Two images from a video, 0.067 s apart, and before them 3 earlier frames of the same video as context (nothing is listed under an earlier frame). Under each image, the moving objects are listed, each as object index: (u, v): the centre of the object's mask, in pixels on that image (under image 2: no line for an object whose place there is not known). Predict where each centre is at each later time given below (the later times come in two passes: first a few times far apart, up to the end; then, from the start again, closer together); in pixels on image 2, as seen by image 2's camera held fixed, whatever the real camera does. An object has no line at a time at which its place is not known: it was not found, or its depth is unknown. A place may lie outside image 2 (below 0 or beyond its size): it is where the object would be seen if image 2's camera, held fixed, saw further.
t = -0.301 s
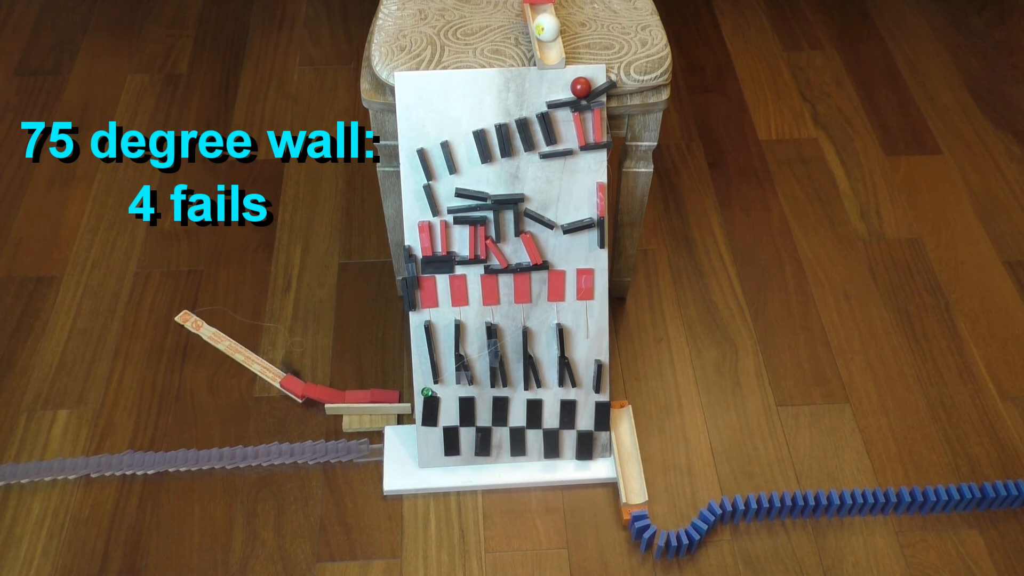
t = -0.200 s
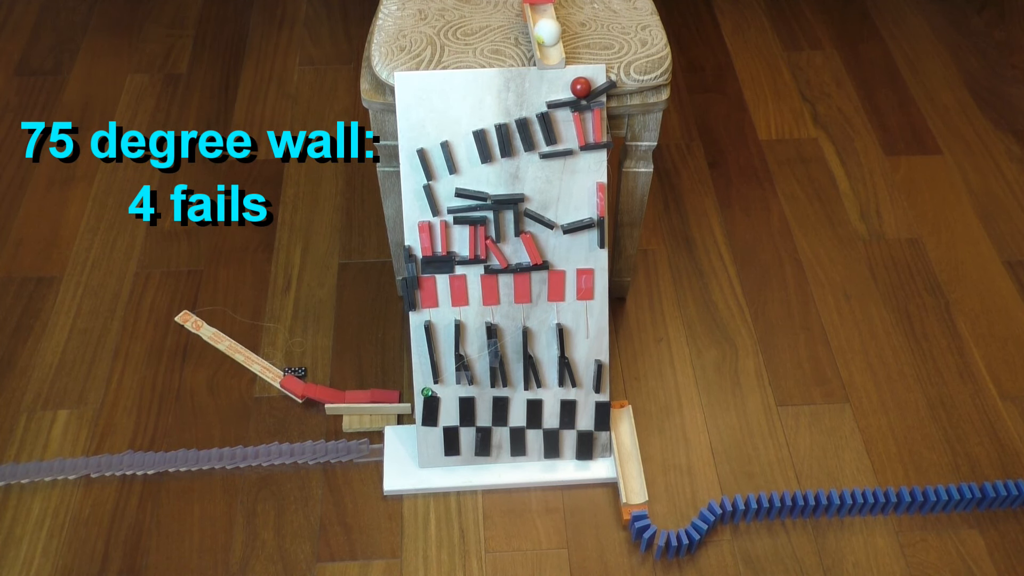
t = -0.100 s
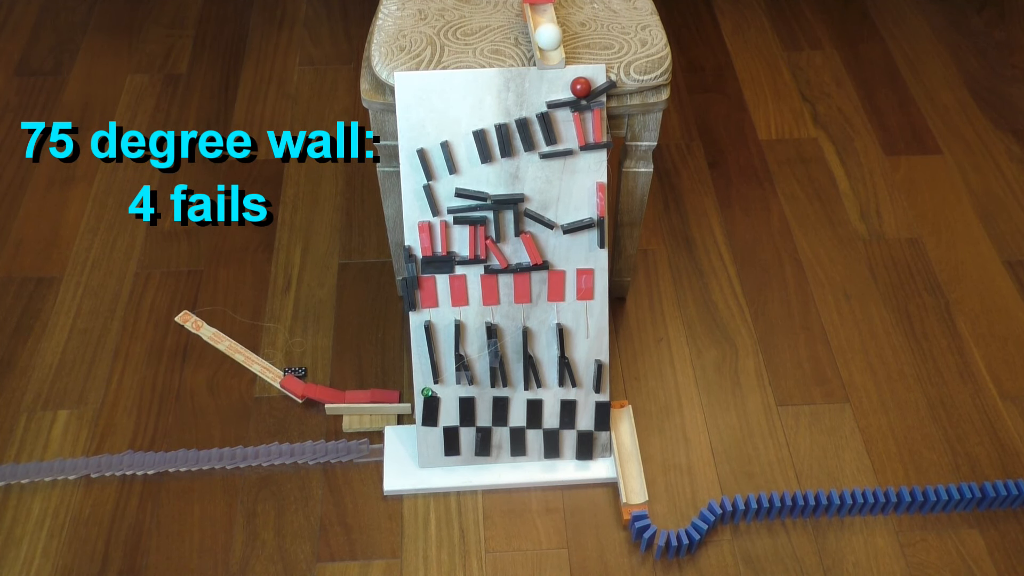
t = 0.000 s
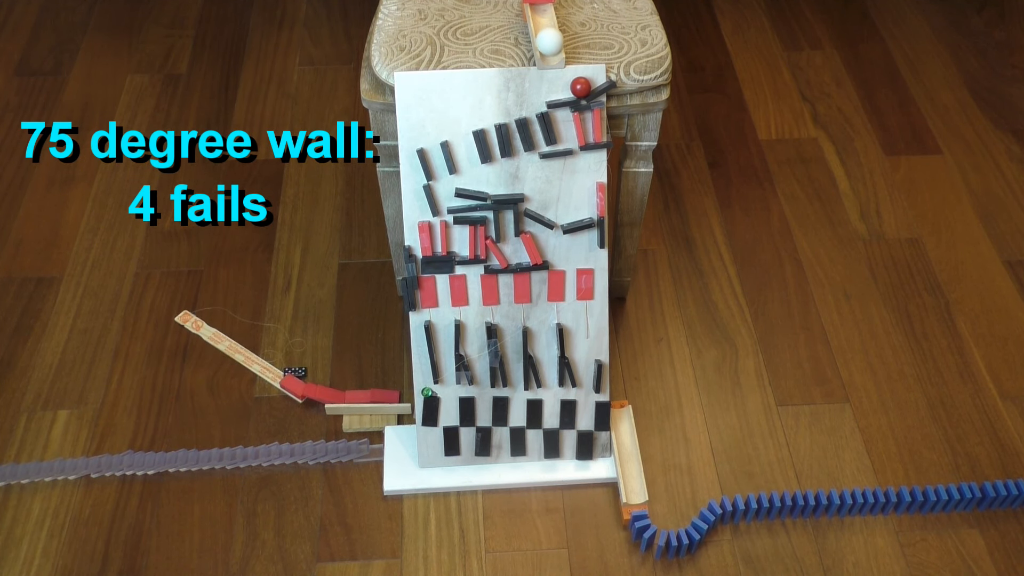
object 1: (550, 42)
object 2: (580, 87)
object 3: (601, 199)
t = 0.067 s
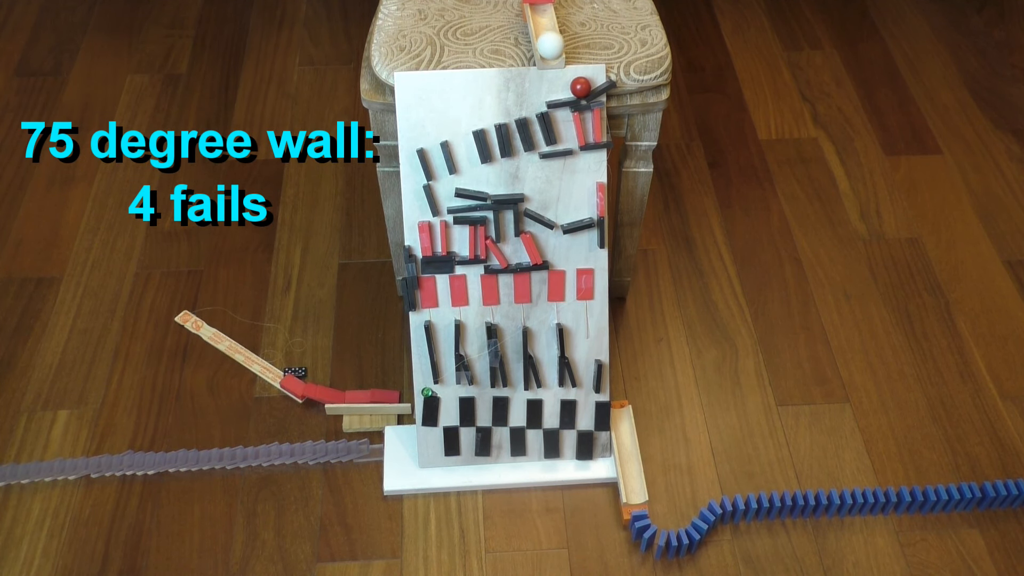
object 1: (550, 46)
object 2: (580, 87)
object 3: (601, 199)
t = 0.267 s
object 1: (554, 71)
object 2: (580, 87)
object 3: (601, 199)
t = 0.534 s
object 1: (541, 91)
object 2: (580, 87)
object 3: (601, 199)
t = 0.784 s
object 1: (500, 109)
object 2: (580, 87)
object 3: (601, 199)
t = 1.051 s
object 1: (458, 136)
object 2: (580, 87)
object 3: (601, 199)
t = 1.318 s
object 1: (509, 184)
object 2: (580, 87)
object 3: (601, 199)
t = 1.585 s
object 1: (567, 215)
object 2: (580, 87)
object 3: (601, 199)
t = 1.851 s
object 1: (588, 209)
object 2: (580, 87)
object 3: (617, 204)
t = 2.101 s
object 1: (566, 214)
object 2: (581, 85)
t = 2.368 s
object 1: (564, 215)
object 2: (567, 89)
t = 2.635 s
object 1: (564, 215)
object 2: (531, 105)
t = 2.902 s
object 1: (564, 215)
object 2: (463, 123)
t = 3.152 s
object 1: (564, 215)
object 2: (432, 135)
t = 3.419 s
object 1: (564, 215)
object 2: (446, 204)
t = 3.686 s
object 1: (564, 215)
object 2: (445, 204)
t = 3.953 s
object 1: (564, 215)
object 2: (445, 204)
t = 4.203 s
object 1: (564, 215)
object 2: (445, 204)
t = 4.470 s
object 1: (564, 215)
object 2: (445, 204)
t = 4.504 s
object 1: (564, 215)
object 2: (445, 204)
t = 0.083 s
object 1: (551, 47)
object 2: (580, 87)
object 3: (601, 199)
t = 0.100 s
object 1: (551, 47)
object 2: (580, 87)
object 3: (601, 199)
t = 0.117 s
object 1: (551, 48)
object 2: (580, 87)
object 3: (601, 199)
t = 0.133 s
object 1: (551, 49)
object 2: (580, 87)
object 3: (601, 199)
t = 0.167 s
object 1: (552, 52)
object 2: (580, 87)
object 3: (601, 199)
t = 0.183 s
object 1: (552, 53)
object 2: (580, 87)
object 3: (601, 199)
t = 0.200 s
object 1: (552, 55)
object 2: (580, 87)
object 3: (601, 199)
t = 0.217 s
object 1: (552, 57)
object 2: (580, 87)
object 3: (601, 199)
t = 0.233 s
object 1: (552, 60)
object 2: (580, 87)
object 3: (601, 199)
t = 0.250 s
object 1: (553, 65)
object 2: (580, 87)
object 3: (601, 199)
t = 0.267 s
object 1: (554, 71)
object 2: (580, 87)
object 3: (601, 199)
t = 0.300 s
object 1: (556, 87)
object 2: (580, 87)
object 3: (601, 199)
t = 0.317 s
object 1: (555, 86)
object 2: (580, 87)
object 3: (601, 199)
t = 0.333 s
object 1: (554, 85)
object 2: (580, 87)
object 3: (601, 199)
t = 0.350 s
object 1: (553, 85)
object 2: (580, 87)
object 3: (601, 199)
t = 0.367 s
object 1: (553, 88)
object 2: (580, 87)
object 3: (601, 199)
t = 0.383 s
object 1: (552, 89)
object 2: (580, 87)
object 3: (601, 199)
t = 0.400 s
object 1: (551, 89)
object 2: (580, 87)
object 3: (601, 199)
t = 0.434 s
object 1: (549, 89)
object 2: (580, 87)
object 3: (601, 199)
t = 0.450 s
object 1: (548, 89)
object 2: (580, 87)
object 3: (601, 199)
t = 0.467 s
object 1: (547, 89)
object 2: (580, 87)
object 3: (601, 199)
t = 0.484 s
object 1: (545, 89)
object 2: (580, 87)
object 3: (601, 199)
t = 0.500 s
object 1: (544, 90)
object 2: (580, 87)
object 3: (601, 199)
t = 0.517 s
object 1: (543, 90)
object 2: (580, 87)
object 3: (601, 199)
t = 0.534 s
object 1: (541, 91)
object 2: (580, 87)
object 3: (601, 199)
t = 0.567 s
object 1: (537, 93)
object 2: (580, 87)
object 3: (601, 199)
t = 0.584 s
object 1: (535, 95)
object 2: (580, 87)
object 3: (601, 199)
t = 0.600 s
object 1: (533, 99)
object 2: (580, 87)
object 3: (601, 199)
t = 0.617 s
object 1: (530, 100)
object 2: (580, 87)
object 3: (601, 199)
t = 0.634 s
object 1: (527, 101)
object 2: (580, 87)
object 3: (601, 199)
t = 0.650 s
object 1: (524, 103)
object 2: (580, 87)
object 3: (601, 199)
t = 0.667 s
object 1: (521, 103)
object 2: (580, 87)
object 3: (601, 199)
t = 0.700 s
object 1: (515, 105)
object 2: (580, 87)
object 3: (601, 199)
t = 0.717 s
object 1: (512, 106)
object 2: (580, 87)
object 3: (601, 199)
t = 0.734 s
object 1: (509, 107)
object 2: (580, 87)
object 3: (601, 199)
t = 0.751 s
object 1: (505, 109)
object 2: (580, 87)
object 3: (601, 199)
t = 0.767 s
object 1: (503, 108)
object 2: (580, 87)
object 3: (601, 199)
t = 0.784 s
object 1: (500, 109)
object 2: (580, 87)
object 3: (601, 199)
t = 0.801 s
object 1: (496, 110)
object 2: (580, 87)
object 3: (601, 199)
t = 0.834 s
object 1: (490, 112)
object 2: (580, 87)
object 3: (601, 199)
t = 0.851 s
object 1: (486, 113)
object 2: (580, 87)
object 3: (601, 199)
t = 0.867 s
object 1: (482, 114)
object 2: (580, 87)
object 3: (601, 199)
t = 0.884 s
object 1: (480, 115)
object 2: (580, 87)
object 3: (601, 199)
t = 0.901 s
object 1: (475, 116)
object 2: (580, 87)
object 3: (601, 199)
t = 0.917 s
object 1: (472, 117)
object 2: (580, 87)
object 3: (601, 199)
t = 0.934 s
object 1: (469, 118)
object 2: (580, 87)
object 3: (601, 199)
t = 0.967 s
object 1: (462, 122)
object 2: (580, 87)
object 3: (601, 199)
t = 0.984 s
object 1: (459, 126)
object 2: (580, 87)
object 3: (601, 199)
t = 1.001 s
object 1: (455, 131)
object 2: (580, 87)
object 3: (601, 199)
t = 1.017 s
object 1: (456, 132)
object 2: (580, 87)
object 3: (601, 199)
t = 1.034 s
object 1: (458, 134)
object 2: (580, 87)
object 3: (601, 199)
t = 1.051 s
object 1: (458, 136)
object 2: (580, 87)
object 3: (601, 199)
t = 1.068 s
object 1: (460, 141)
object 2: (580, 87)
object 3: (601, 199)
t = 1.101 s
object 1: (462, 151)
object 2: (580, 87)
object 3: (601, 199)
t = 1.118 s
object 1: (465, 160)
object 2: (580, 87)
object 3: (601, 199)
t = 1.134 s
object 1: (468, 168)
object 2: (580, 87)
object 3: (601, 199)
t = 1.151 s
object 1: (473, 179)
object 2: (580, 87)
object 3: (601, 199)
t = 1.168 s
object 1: (476, 179)
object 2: (580, 87)
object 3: (601, 199)
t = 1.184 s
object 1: (480, 179)
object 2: (580, 87)
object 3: (601, 199)
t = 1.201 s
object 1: (483, 180)
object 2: (580, 87)
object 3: (601, 199)
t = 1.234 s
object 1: (491, 186)
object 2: (580, 87)
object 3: (601, 199)
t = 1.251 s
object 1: (495, 186)
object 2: (580, 87)
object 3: (601, 199)
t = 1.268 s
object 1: (499, 186)
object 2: (580, 87)
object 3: (601, 199)
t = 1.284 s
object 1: (503, 185)
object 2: (580, 87)
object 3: (601, 199)
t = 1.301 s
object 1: (506, 184)
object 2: (580, 87)
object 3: (601, 199)
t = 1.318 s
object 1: (509, 184)
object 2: (580, 87)
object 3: (601, 199)
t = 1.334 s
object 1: (512, 185)
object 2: (580, 87)
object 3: (601, 199)
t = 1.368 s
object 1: (518, 184)
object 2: (580, 87)
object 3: (601, 199)
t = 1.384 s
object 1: (521, 183)
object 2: (580, 87)
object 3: (601, 199)
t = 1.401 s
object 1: (524, 183)
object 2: (580, 87)
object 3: (601, 199)
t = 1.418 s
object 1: (526, 183)
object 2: (580, 87)
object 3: (601, 199)
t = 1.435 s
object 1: (529, 184)
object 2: (580, 87)
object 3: (601, 199)
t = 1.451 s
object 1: (532, 186)
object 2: (580, 87)
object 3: (601, 199)
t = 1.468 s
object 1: (535, 188)
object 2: (580, 87)
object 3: (601, 199)
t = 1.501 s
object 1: (542, 198)
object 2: (580, 87)
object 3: (601, 199)
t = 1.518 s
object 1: (545, 204)
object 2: (580, 87)
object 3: (601, 199)
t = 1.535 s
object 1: (550, 207)
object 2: (580, 87)
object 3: (601, 199)
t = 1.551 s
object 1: (555, 210)
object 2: (580, 87)
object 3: (601, 199)
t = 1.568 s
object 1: (560, 213)
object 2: (580, 87)
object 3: (601, 199)
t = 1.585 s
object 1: (567, 215)
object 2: (580, 87)
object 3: (601, 199)
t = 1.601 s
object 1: (571, 213)
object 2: (580, 87)
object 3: (601, 198)
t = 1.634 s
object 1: (579, 212)
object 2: (580, 87)
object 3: (601, 199)
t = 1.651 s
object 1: (583, 210)
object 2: (580, 87)
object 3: (601, 198)
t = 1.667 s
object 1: (586, 209)
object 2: (580, 87)
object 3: (601, 198)
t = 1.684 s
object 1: (586, 209)
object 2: (580, 87)
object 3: (602, 197)
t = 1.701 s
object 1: (586, 210)
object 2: (580, 87)
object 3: (603, 198)
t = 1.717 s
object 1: (586, 210)
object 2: (580, 87)
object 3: (604, 198)
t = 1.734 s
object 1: (587, 209)
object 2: (580, 87)
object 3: (605, 198)
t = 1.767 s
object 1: (587, 209)
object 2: (580, 87)
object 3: (607, 198)
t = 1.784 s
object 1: (588, 209)
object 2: (580, 87)
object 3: (609, 199)
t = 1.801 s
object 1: (588, 209)
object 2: (580, 87)
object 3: (610, 199)
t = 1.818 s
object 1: (588, 209)
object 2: (580, 87)
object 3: (612, 200)
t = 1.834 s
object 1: (588, 209)
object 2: (580, 87)
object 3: (614, 201)
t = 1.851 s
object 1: (588, 209)
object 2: (580, 87)
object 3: (617, 204)
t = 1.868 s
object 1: (587, 209)
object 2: (580, 87)
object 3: (619, 206)
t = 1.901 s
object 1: (585, 210)
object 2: (580, 87)
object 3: (625, 216)
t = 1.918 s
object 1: (584, 210)
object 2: (580, 87)
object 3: (626, 224)
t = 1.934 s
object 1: (583, 210)
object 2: (580, 87)
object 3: (628, 233)
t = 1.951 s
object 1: (582, 211)
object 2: (580, 87)
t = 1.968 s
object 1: (581, 211)
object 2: (580, 87)
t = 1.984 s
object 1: (580, 211)
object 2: (580, 87)
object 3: (632, 262)
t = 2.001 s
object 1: (578, 211)
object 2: (580, 87)
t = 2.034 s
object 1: (575, 212)
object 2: (580, 87)
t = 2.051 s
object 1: (573, 213)
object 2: (580, 87)
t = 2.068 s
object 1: (571, 213)
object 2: (580, 87)
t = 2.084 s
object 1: (568, 213)
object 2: (581, 85)
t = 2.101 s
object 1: (566, 214)
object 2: (581, 85)
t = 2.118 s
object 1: (564, 215)
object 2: (581, 86)
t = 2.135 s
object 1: (563, 214)
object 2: (580, 87)
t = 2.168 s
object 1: (562, 214)
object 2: (579, 87)
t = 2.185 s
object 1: (562, 214)
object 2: (579, 87)
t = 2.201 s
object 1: (563, 215)
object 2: (578, 87)
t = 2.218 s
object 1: (564, 215)
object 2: (577, 87)
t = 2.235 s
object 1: (564, 215)
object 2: (577, 87)
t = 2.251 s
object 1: (564, 215)
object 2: (576, 87)
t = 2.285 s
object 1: (564, 215)
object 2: (574, 87)
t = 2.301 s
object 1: (564, 215)
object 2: (573, 88)
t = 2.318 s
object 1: (564, 215)
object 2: (572, 88)
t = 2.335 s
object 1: (564, 215)
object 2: (570, 88)
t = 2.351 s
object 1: (564, 215)
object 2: (569, 88)
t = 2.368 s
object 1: (564, 215)
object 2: (567, 89)
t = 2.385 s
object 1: (564, 215)
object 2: (566, 89)
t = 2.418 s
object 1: (564, 215)
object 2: (562, 89)
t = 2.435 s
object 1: (564, 215)
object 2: (560, 90)
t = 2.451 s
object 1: (564, 215)
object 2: (559, 90)
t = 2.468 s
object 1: (564, 215)
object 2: (556, 90)
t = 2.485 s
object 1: (564, 215)
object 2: (554, 91)
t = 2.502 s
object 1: (564, 215)
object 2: (552, 91)
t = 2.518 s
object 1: (564, 215)
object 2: (549, 91)
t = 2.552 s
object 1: (564, 215)
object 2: (544, 92)
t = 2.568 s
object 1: (564, 215)
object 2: (542, 93)
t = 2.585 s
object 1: (564, 215)
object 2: (539, 94)
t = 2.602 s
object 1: (564, 215)
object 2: (536, 97)
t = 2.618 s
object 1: (564, 215)
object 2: (534, 102)
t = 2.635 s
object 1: (564, 215)
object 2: (531, 105)
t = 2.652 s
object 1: (564, 215)
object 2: (527, 106)
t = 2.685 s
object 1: (564, 215)
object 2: (519, 107)
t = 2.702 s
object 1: (564, 215)
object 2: (516, 108)
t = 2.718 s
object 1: (564, 215)
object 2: (512, 109)
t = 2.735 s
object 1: (564, 215)
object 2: (508, 111)
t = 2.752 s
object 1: (564, 215)
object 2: (504, 112)
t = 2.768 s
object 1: (564, 215)
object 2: (500, 113)
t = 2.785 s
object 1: (564, 215)
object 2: (496, 113)
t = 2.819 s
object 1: (564, 215)
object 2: (486, 116)
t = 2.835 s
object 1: (564, 215)
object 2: (481, 117)
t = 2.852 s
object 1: (564, 215)
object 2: (477, 118)
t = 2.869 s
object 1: (564, 215)
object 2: (473, 120)
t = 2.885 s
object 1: (564, 215)
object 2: (468, 121)
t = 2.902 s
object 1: (564, 215)
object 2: (463, 123)
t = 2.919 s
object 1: (564, 215)
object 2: (458, 126)
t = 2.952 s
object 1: (564, 215)
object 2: (449, 131)
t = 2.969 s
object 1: (564, 215)
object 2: (448, 131)
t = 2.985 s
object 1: (564, 215)
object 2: (447, 131)
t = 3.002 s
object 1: (564, 215)
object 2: (447, 131)
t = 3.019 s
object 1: (564, 215)
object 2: (446, 130)
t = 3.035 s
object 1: (564, 215)
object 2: (444, 130)
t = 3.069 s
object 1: (564, 215)
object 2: (441, 131)
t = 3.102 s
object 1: (564, 215)
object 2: (438, 132)
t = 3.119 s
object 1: (564, 215)
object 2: (436, 132)
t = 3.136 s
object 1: (564, 215)
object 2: (434, 133)
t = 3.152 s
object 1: (564, 215)
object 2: (432, 135)
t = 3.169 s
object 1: (564, 215)
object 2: (430, 138)
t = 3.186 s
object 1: (564, 215)
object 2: (429, 142)
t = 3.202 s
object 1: (564, 215)
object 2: (430, 144)
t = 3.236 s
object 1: (564, 215)
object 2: (433, 150)
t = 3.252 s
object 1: (564, 215)
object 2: (434, 155)
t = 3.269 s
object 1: (564, 215)
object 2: (436, 161)
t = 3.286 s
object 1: (564, 215)
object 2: (438, 167)
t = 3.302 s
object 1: (564, 215)
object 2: (440, 173)
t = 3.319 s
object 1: (564, 215)
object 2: (443, 180)
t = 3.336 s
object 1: (564, 215)
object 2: (445, 188)
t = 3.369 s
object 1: (564, 215)
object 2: (444, 201)
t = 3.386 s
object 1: (564, 215)
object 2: (445, 204)
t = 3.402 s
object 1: (564, 215)
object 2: (446, 204)
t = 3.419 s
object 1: (564, 215)
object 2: (446, 204)
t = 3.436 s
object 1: (564, 215)
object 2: (446, 204)
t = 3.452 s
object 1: (564, 215)
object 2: (446, 204)
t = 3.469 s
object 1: (564, 215)
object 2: (446, 204)
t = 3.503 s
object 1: (564, 215)
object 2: (446, 204)
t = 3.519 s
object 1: (564, 215)
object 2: (446, 204)
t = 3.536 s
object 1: (564, 215)
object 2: (446, 204)
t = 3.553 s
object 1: (564, 215)
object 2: (446, 204)
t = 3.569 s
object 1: (564, 215)
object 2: (445, 204)
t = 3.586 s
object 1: (564, 215)
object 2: (445, 204)
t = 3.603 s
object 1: (564, 215)
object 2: (445, 204)
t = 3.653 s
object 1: (564, 215)
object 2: (445, 204)
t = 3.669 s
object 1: (564, 215)
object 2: (445, 204)
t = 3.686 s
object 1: (564, 215)
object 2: (445, 204)
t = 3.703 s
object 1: (564, 215)
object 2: (445, 204)
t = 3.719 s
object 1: (564, 215)
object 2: (445, 204)
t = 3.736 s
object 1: (564, 215)
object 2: (445, 204)
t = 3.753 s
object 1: (564, 215)
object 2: (445, 204)
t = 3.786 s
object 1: (564, 215)
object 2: (445, 204)
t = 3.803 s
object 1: (564, 215)
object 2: (445, 204)
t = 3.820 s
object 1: (564, 215)
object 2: (445, 204)
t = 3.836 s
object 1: (564, 215)
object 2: (445, 204)
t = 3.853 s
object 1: (564, 215)
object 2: (445, 204)
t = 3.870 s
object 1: (564, 215)
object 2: (445, 204)
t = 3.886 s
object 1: (564, 215)
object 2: (445, 204)
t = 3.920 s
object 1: (564, 215)
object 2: (445, 204)
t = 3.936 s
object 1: (564, 215)
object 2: (445, 204)
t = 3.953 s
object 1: (564, 215)
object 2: (445, 204)
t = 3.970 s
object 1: (564, 215)
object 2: (445, 204)
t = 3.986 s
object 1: (564, 215)
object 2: (445, 204)
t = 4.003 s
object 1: (564, 215)
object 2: (445, 204)
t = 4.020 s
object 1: (564, 215)
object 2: (445, 204)
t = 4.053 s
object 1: (564, 215)
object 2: (445, 204)
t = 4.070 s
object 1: (564, 215)
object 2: (445, 204)
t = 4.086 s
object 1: (564, 215)
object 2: (445, 204)
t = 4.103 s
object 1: (564, 215)
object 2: (445, 204)
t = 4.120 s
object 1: (564, 215)
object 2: (445, 204)
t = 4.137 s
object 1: (564, 215)
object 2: (445, 204)
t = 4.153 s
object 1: (564, 215)
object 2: (445, 204)
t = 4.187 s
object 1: (564, 215)
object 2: (445, 204)
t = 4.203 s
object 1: (564, 215)
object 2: (445, 204)
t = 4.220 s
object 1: (564, 215)
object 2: (445, 204)
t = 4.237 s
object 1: (564, 215)
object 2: (445, 204)
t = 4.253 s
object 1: (564, 215)
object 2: (445, 204)
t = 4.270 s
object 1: (564, 215)
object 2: (445, 204)
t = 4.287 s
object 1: (564, 215)
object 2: (445, 204)
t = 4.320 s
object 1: (564, 215)
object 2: (445, 204)
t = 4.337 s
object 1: (564, 215)
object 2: (445, 204)
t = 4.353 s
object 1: (564, 215)
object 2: (445, 204)
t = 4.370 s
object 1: (564, 215)
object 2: (445, 204)
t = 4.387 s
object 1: (564, 215)
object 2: (445, 204)
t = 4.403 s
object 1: (564, 215)
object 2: (445, 204)
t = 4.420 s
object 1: (564, 215)
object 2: (445, 204)
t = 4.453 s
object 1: (564, 215)
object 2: (445, 204)
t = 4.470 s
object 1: (564, 215)
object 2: (445, 204)
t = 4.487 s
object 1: (564, 215)
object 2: (445, 204)
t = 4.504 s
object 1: (564, 215)
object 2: (445, 204)
